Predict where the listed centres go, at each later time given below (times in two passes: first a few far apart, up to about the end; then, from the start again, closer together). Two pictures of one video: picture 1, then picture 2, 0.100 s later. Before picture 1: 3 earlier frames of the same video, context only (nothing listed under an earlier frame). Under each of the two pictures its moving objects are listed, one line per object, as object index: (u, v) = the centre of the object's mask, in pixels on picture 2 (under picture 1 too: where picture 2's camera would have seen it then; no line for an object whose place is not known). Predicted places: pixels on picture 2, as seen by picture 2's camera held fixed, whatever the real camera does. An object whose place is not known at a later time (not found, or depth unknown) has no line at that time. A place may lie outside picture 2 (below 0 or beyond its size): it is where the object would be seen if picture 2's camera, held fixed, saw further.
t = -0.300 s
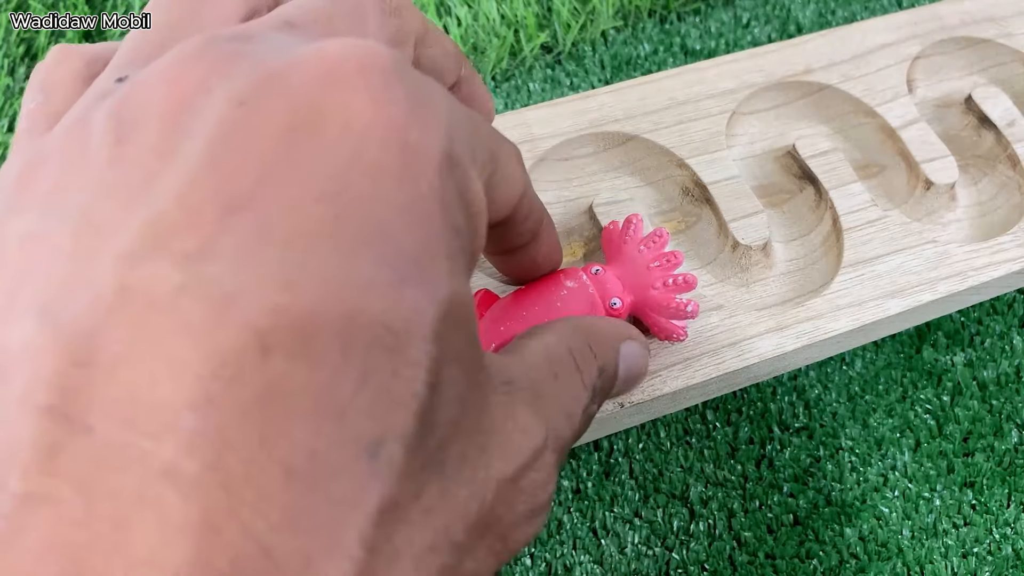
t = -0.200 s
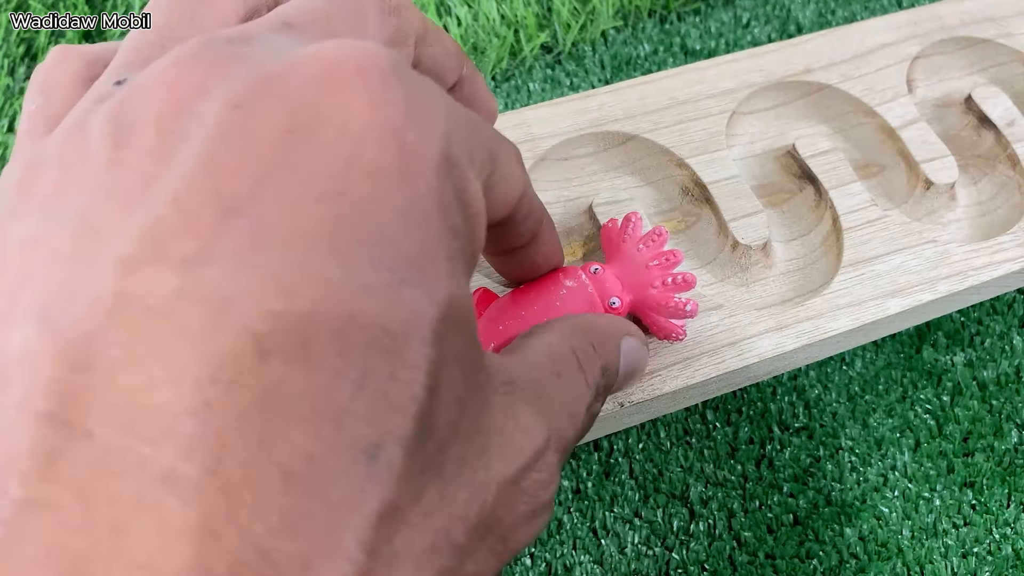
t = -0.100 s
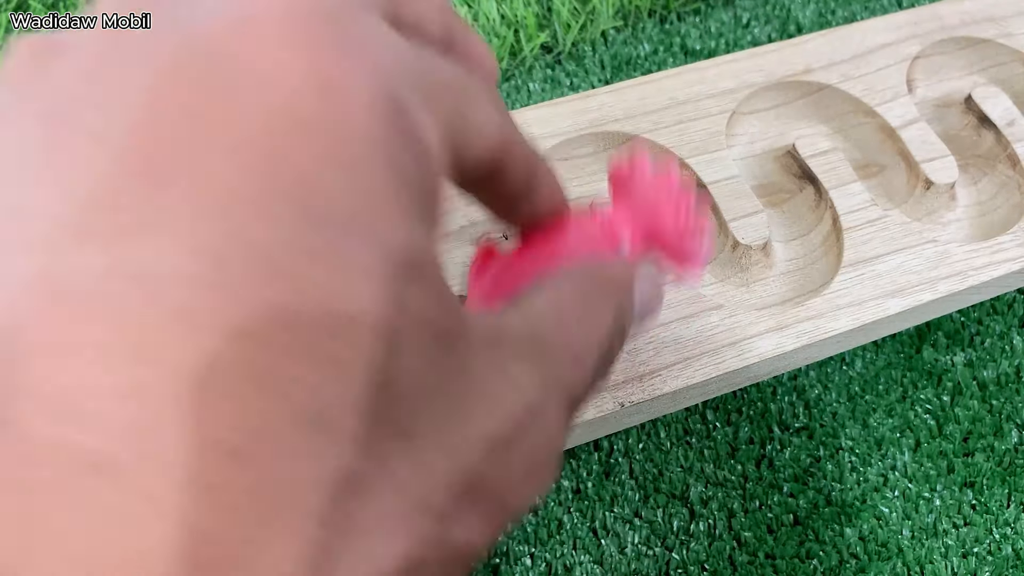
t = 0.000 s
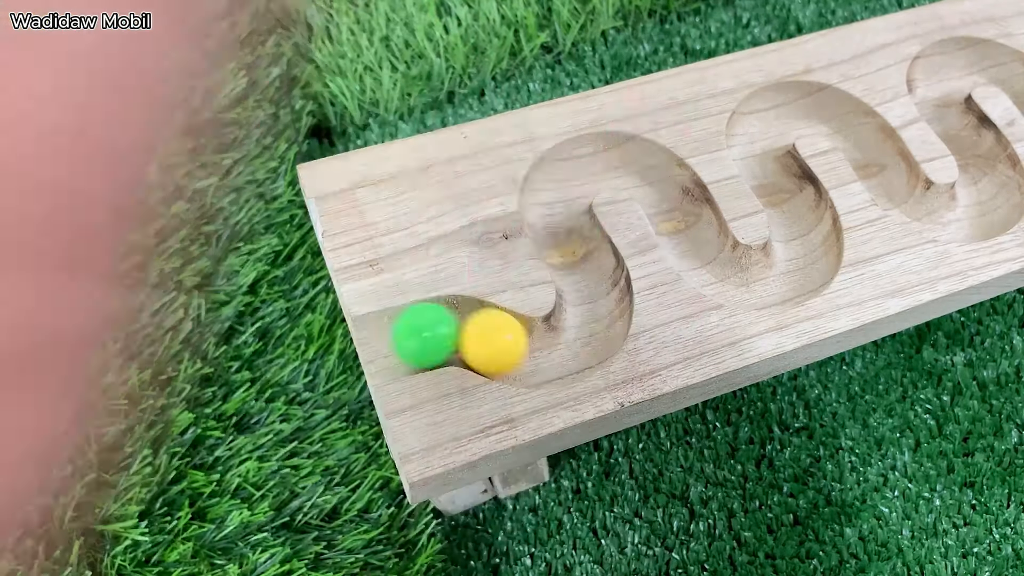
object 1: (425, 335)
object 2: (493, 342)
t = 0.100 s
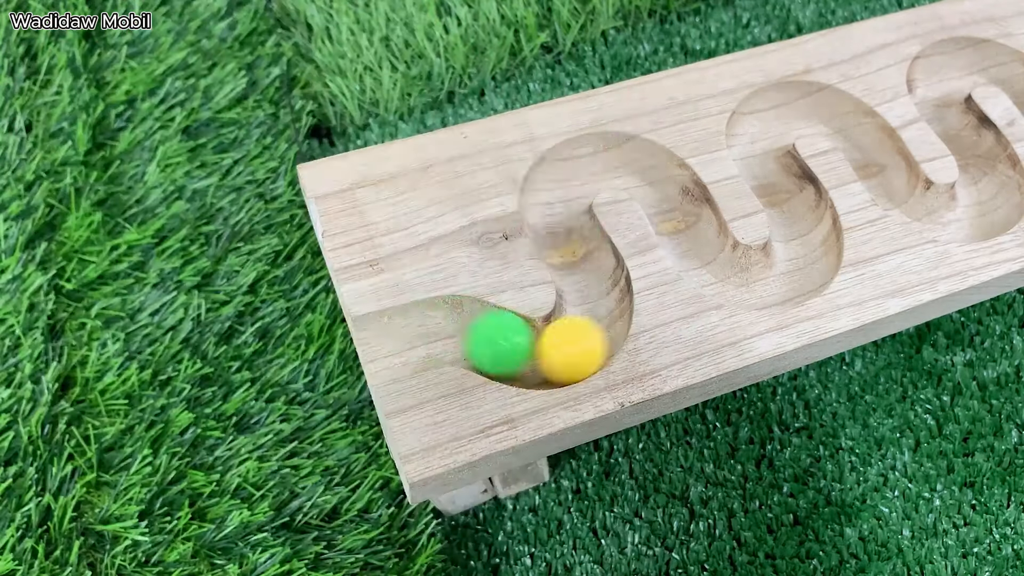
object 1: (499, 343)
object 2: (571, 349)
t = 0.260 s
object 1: (600, 291)
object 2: (558, 224)
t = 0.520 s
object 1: (666, 182)
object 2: (705, 251)
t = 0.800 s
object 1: (788, 184)
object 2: (755, 135)
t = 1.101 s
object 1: (884, 162)
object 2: (979, 212)
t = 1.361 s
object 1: (970, 131)
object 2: (952, 62)
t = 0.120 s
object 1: (513, 349)
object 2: (584, 340)
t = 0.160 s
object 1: (543, 358)
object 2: (599, 311)
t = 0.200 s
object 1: (585, 339)
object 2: (589, 262)
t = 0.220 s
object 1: (593, 326)
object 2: (579, 249)
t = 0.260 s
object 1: (600, 291)
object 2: (558, 224)
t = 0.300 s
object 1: (577, 246)
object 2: (552, 189)
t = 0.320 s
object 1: (567, 235)
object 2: (557, 179)
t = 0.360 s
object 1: (551, 210)
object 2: (581, 164)
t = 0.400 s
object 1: (562, 177)
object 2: (629, 159)
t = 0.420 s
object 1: (572, 169)
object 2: (645, 165)
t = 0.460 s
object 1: (601, 159)
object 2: (673, 189)
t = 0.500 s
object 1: (652, 169)
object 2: (697, 236)
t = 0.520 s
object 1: (666, 182)
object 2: (705, 251)
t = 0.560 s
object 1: (685, 211)
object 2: (727, 274)
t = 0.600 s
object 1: (707, 257)
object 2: (773, 279)
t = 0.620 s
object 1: (719, 270)
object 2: (788, 276)
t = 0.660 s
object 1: (746, 280)
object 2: (809, 254)
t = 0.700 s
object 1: (795, 272)
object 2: (804, 210)
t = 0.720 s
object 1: (806, 261)
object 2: (796, 196)
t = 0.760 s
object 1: (810, 231)
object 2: (774, 170)
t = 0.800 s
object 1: (788, 184)
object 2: (755, 135)
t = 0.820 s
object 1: (777, 174)
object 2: (759, 123)
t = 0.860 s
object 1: (762, 157)
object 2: (784, 106)
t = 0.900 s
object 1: (757, 133)
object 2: (835, 111)
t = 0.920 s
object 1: (759, 126)
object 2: (852, 121)
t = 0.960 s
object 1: (774, 114)
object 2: (878, 149)
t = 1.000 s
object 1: (810, 106)
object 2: (904, 192)
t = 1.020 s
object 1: (826, 109)
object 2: (914, 201)
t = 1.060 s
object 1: (854, 123)
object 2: (939, 213)
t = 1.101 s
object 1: (884, 162)
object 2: (979, 212)
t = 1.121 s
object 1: (891, 173)
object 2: (988, 206)
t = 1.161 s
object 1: (909, 197)
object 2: (997, 184)
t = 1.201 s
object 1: (944, 214)
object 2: (981, 143)
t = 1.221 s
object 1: (959, 216)
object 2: (971, 131)
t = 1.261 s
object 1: (986, 209)
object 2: (949, 110)
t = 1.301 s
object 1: (994, 172)
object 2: (935, 82)
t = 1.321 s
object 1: (989, 157)
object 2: (938, 74)
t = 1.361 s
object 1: (970, 131)
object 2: (952, 62)
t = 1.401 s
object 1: (938, 94)
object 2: (993, 61)
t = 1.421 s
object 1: (934, 84)
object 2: (1002, 66)
